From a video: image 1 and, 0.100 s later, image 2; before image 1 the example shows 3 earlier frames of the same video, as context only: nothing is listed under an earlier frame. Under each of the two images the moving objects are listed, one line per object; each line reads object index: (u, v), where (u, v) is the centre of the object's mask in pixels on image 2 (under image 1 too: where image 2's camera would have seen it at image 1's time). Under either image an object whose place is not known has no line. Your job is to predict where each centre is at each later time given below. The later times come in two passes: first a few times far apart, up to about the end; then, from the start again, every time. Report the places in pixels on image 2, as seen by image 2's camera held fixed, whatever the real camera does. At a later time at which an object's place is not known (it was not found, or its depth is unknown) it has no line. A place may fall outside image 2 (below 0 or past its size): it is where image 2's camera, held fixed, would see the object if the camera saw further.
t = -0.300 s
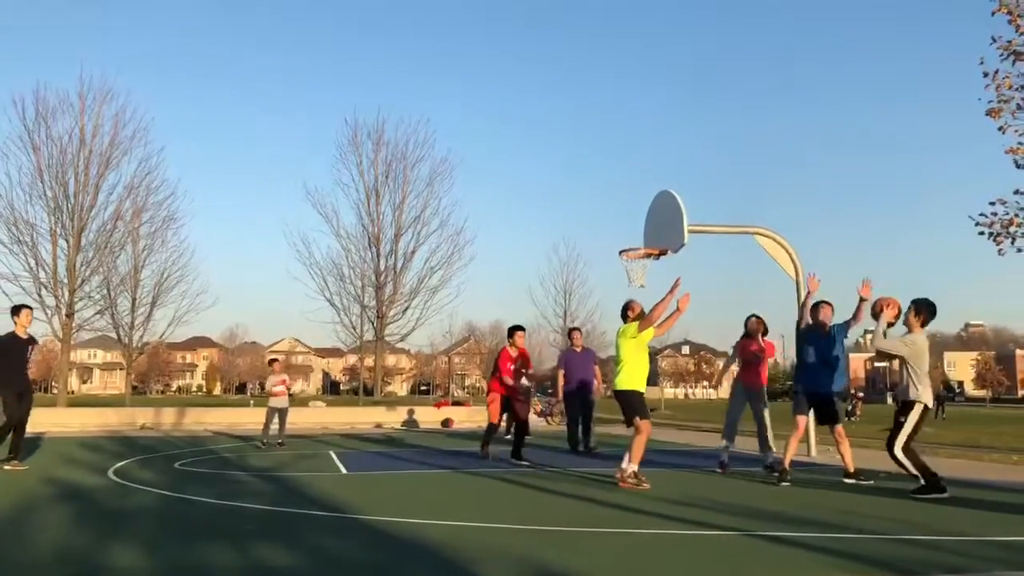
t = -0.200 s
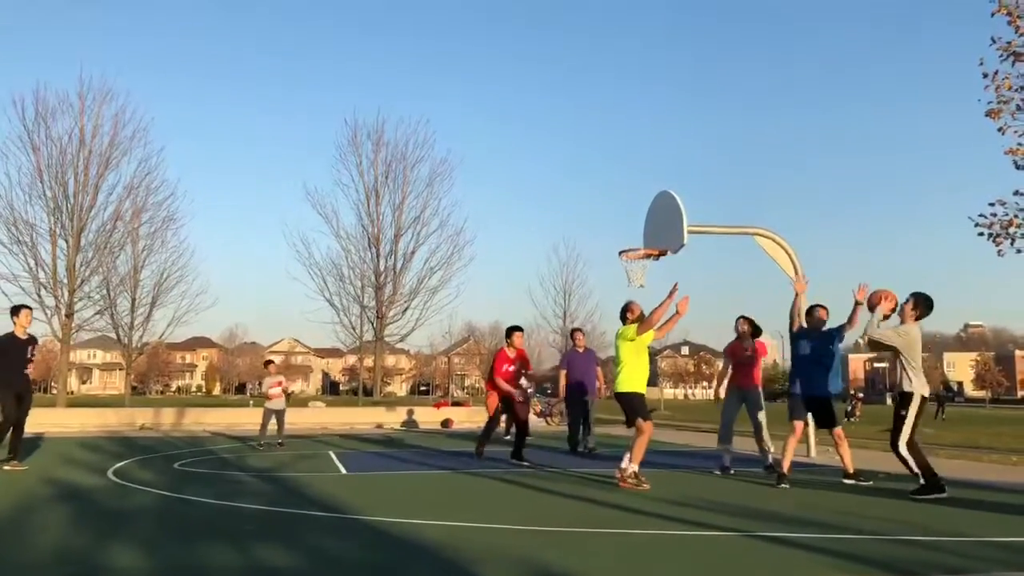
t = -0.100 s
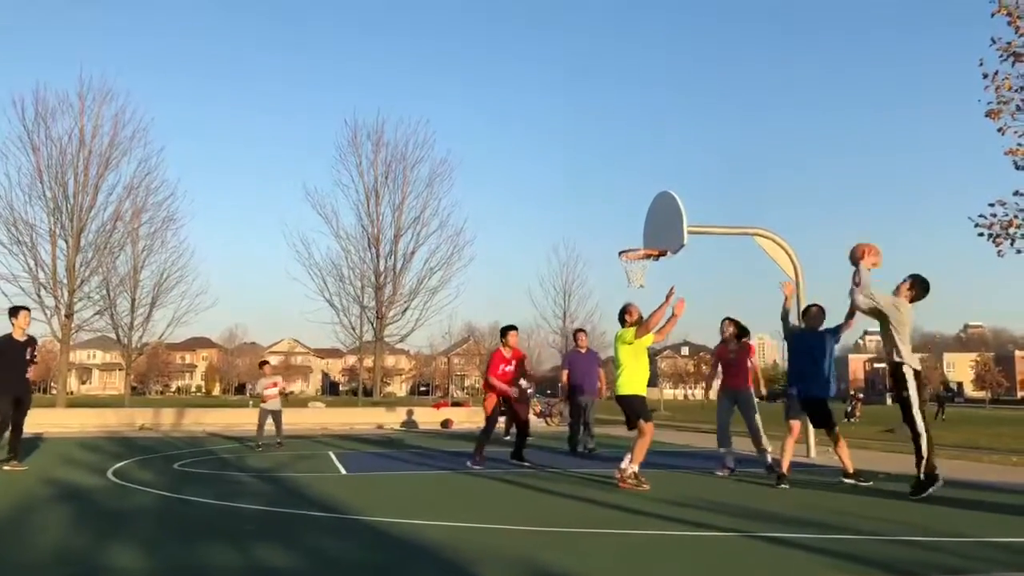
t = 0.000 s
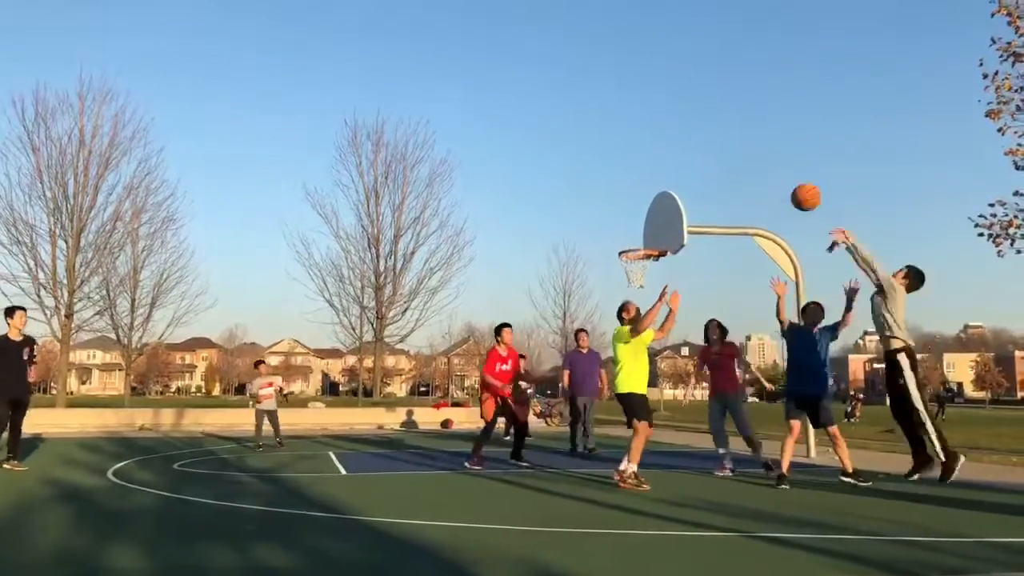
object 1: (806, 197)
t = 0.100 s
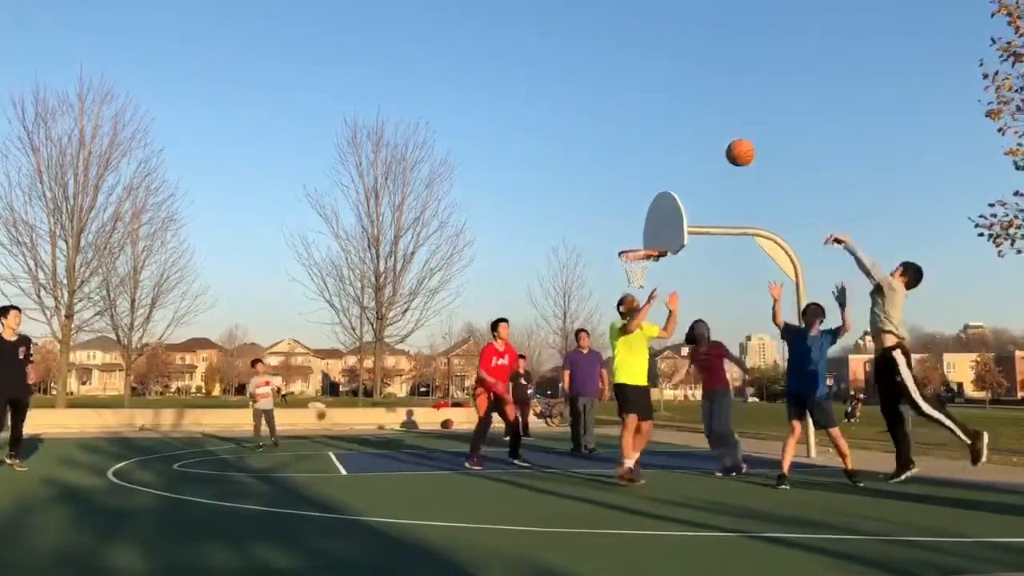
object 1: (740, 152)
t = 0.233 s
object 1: (657, 112)
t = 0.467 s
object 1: (518, 89)
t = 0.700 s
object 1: (389, 124)
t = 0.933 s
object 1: (263, 210)
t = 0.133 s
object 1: (719, 141)
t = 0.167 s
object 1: (698, 130)
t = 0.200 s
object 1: (677, 120)
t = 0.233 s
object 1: (657, 112)
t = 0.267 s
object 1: (636, 105)
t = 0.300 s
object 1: (616, 100)
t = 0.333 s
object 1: (596, 95)
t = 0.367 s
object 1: (577, 92)
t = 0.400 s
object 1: (556, 90)
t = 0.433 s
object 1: (537, 90)
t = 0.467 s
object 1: (518, 89)
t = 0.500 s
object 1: (500, 91)
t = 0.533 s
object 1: (480, 94)
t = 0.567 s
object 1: (462, 97)
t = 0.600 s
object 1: (444, 102)
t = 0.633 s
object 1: (425, 108)
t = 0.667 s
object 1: (407, 115)
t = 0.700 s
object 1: (389, 124)
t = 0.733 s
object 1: (370, 132)
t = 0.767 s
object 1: (352, 143)
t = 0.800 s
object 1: (334, 154)
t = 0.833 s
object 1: (316, 166)
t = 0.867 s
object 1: (298, 180)
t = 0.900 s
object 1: (280, 194)
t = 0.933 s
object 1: (263, 210)
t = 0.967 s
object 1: (245, 226)
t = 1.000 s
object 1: (227, 244)
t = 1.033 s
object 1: (209, 263)
